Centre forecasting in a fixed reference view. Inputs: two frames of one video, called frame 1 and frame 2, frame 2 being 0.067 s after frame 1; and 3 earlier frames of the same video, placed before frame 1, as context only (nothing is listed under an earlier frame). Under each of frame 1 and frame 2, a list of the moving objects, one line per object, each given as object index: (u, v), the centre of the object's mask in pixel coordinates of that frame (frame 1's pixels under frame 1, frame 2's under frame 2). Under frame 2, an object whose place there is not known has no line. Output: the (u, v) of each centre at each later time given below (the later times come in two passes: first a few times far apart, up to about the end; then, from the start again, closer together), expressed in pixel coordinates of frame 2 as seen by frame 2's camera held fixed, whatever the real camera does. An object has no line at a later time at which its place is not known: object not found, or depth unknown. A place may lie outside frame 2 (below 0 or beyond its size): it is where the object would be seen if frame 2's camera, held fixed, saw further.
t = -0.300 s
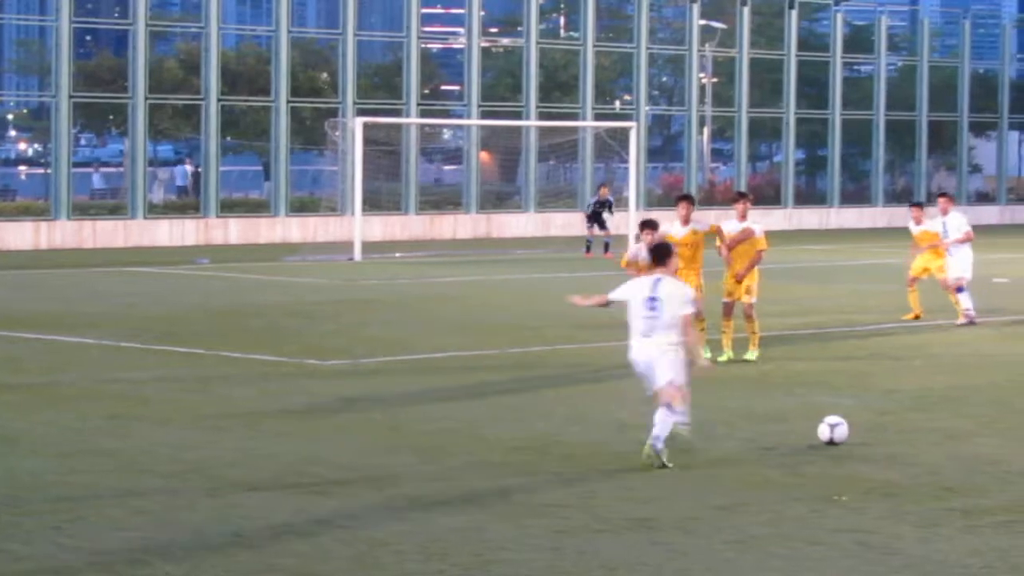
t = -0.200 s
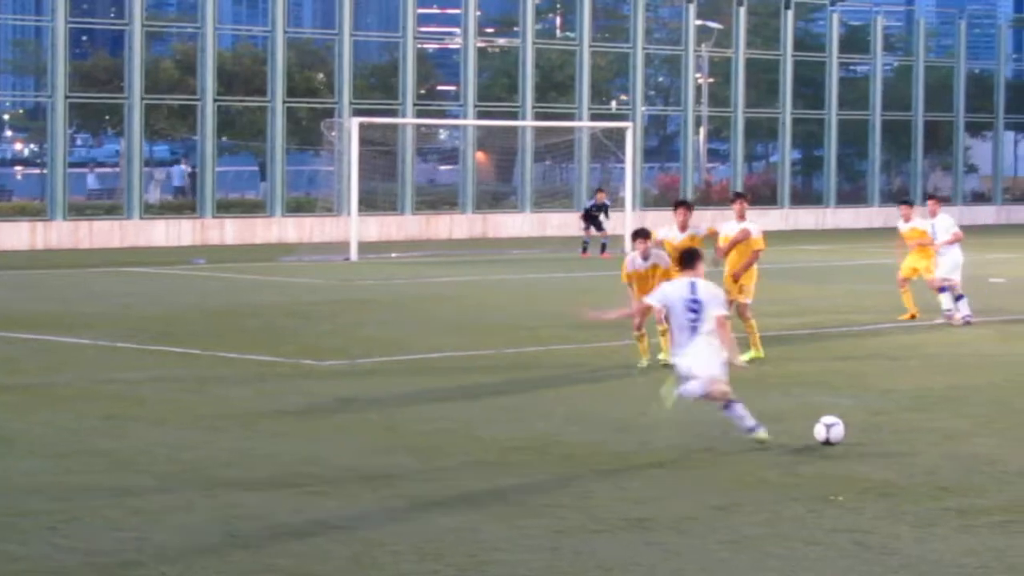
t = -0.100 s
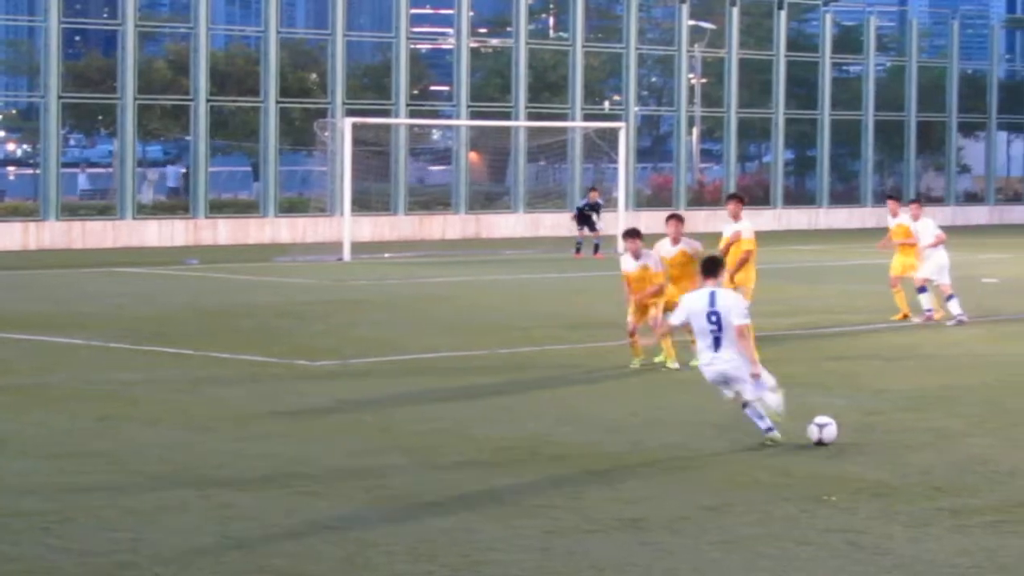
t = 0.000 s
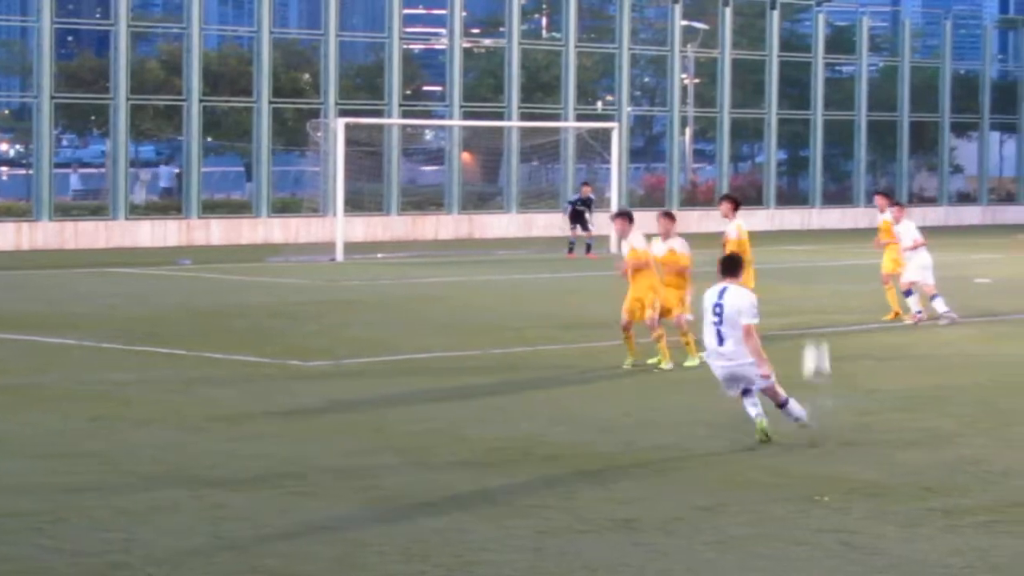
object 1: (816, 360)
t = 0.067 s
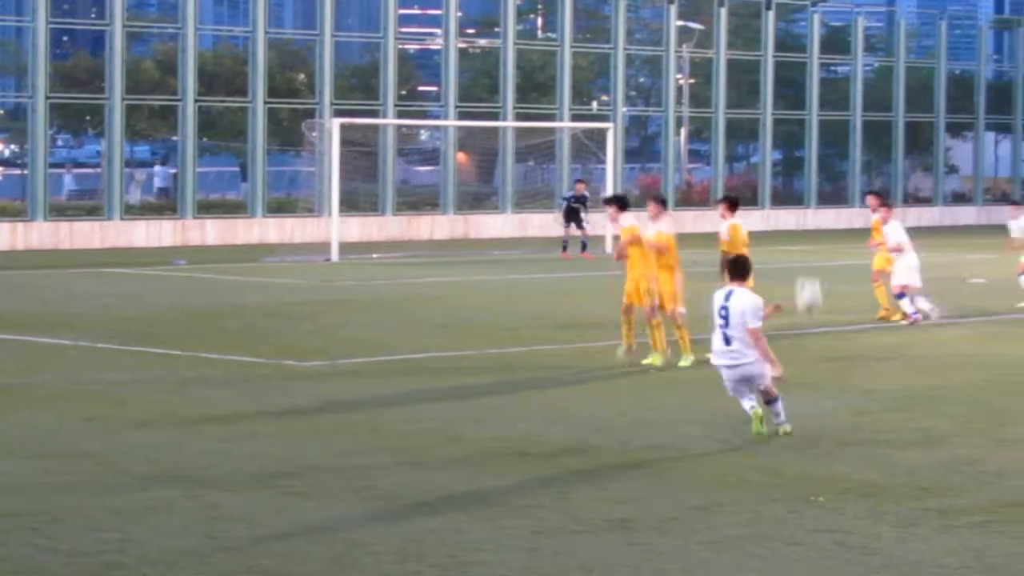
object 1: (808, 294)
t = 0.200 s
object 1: (795, 193)
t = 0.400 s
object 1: (763, 100)
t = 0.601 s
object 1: (726, 50)
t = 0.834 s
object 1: (678, 29)
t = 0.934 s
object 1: (657, 30)
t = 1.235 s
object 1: (597, 55)
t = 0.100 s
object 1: (806, 264)
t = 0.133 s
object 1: (803, 240)
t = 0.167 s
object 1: (800, 214)
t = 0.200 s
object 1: (795, 193)
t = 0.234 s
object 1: (790, 174)
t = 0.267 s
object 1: (785, 157)
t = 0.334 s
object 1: (775, 126)
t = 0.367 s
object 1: (770, 112)
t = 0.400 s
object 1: (763, 100)
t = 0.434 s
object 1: (757, 88)
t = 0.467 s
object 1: (751, 79)
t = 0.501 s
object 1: (745, 70)
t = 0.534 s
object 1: (738, 62)
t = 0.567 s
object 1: (732, 56)
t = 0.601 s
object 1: (726, 50)
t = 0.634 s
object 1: (719, 44)
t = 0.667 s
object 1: (711, 41)
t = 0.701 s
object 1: (705, 38)
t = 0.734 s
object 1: (698, 34)
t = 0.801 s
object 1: (685, 30)
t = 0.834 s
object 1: (678, 29)
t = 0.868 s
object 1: (671, 29)
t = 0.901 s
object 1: (662, 30)
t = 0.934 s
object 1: (657, 30)
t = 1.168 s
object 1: (609, 46)
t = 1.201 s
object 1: (604, 50)
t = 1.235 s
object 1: (597, 55)
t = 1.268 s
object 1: (590, 59)
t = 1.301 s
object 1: (584, 64)
